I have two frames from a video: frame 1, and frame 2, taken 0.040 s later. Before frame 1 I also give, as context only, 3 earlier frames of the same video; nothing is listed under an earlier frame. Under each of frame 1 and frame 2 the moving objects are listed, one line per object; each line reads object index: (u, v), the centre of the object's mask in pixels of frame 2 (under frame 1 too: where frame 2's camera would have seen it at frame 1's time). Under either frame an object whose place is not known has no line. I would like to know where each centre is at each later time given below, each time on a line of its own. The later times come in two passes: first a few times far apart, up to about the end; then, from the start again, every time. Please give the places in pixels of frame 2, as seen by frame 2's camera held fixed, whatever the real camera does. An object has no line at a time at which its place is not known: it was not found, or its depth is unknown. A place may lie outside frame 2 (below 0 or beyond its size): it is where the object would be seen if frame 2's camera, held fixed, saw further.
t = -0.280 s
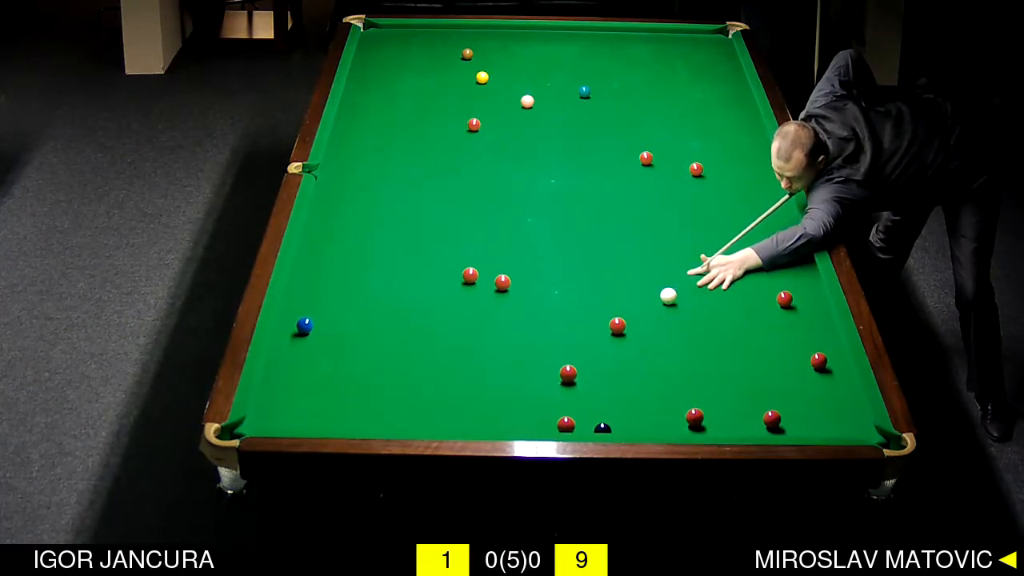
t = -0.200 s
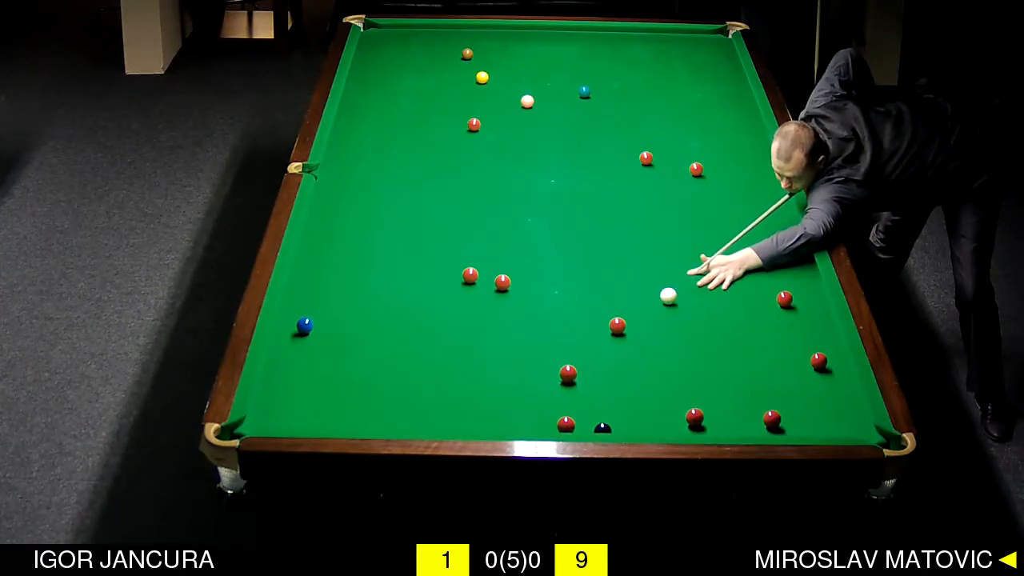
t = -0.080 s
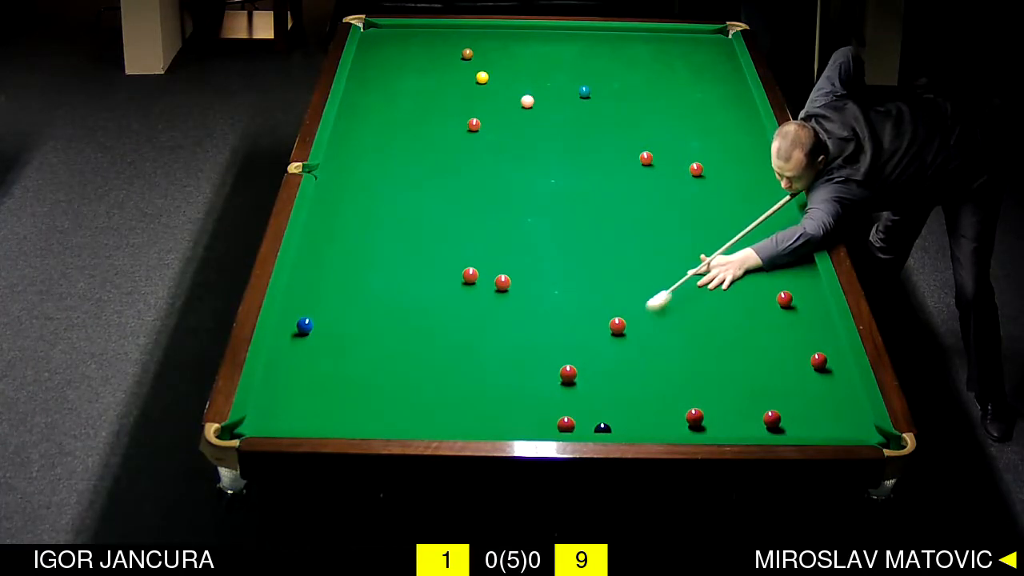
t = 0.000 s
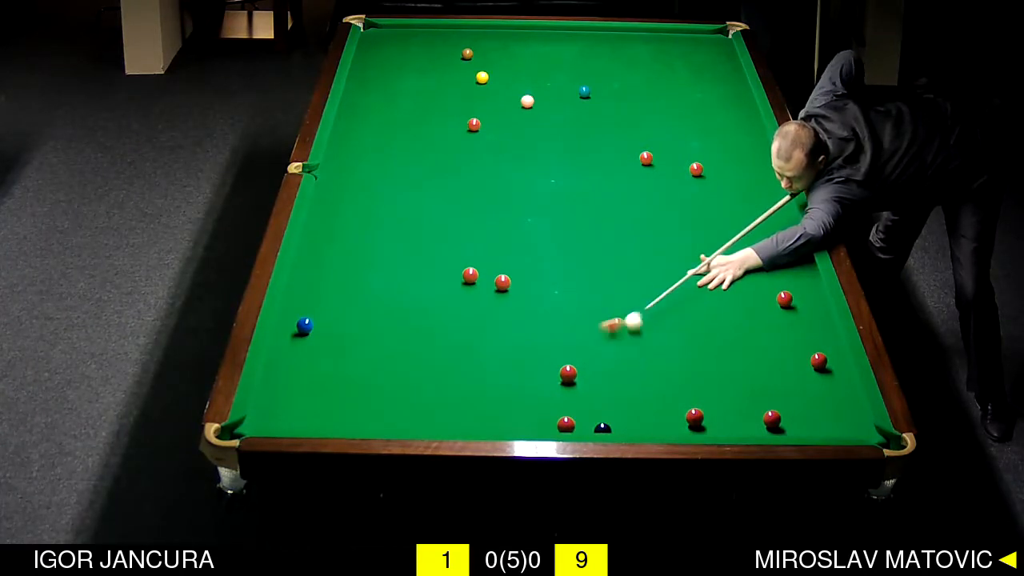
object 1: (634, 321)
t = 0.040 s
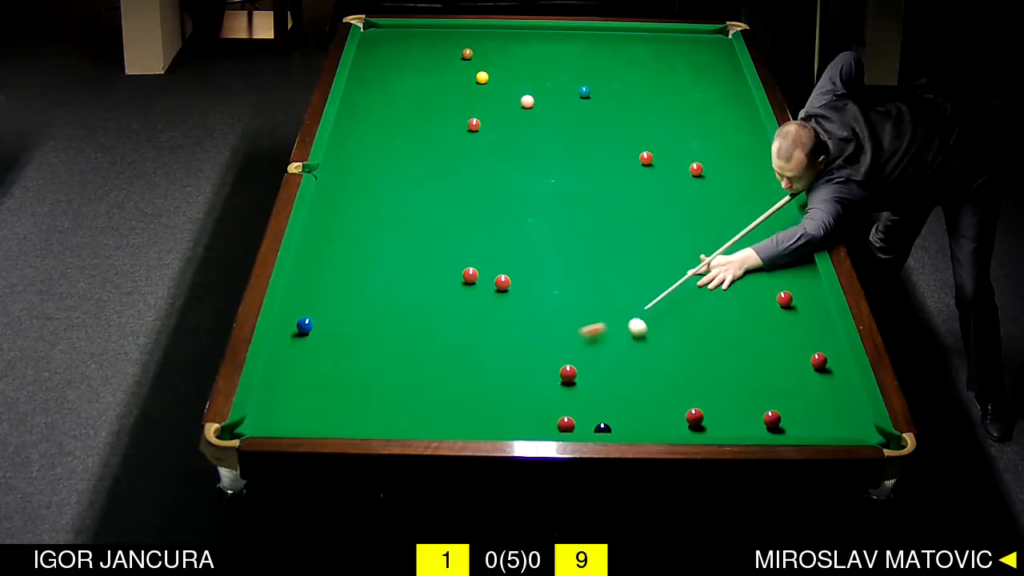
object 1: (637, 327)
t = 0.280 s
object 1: (649, 366)
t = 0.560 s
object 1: (652, 418)
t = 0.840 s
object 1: (649, 403)
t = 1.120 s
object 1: (644, 370)
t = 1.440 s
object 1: (639, 337)
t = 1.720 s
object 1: (636, 311)
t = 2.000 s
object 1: (633, 288)
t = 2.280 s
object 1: (630, 267)
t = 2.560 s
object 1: (627, 249)
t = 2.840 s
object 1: (625, 232)
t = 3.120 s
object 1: (623, 218)
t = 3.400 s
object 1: (622, 204)
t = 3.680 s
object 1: (621, 193)
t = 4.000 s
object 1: (619, 181)
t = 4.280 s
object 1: (619, 171)
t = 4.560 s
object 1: (618, 163)
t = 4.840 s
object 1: (617, 156)
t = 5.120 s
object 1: (616, 150)
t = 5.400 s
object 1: (615, 145)
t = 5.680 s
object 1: (615, 140)
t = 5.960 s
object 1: (614, 137)
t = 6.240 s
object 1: (613, 134)
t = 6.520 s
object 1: (612, 132)
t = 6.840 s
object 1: (612, 131)
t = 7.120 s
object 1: (612, 131)
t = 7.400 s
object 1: (612, 131)
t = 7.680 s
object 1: (612, 131)
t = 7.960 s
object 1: (612, 131)
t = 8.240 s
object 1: (612, 131)
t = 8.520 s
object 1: (612, 131)
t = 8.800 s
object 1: (612, 131)
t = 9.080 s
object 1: (612, 131)
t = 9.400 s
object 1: (612, 131)
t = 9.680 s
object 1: (612, 131)
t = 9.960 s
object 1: (612, 131)
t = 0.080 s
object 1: (641, 333)
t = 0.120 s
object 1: (645, 339)
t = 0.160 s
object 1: (647, 345)
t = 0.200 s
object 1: (648, 352)
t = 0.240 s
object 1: (648, 359)
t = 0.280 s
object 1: (649, 366)
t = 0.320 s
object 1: (649, 373)
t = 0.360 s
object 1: (649, 380)
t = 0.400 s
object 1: (650, 388)
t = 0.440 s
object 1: (650, 395)
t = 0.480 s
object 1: (651, 402)
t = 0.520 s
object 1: (651, 410)
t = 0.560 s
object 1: (652, 418)
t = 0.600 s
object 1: (652, 424)
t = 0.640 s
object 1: (652, 427)
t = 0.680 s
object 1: (652, 423)
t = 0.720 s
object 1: (651, 418)
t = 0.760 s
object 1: (650, 413)
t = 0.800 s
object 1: (650, 408)
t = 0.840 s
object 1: (649, 403)
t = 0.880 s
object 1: (648, 398)
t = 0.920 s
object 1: (648, 393)
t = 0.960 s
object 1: (647, 388)
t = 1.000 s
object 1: (646, 384)
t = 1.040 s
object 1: (645, 379)
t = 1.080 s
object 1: (645, 374)
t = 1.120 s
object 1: (644, 370)
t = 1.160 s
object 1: (644, 366)
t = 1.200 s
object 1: (643, 361)
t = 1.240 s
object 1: (642, 357)
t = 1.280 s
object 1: (642, 353)
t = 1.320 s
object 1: (641, 349)
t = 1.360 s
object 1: (640, 345)
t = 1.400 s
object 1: (640, 341)
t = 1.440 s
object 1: (639, 337)
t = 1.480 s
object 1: (639, 333)
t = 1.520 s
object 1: (638, 329)
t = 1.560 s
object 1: (638, 326)
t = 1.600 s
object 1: (637, 322)
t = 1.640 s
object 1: (637, 318)
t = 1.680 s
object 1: (636, 315)
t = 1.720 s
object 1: (636, 311)
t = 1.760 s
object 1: (635, 308)
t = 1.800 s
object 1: (635, 304)
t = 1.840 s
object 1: (634, 301)
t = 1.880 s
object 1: (634, 298)
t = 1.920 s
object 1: (633, 295)
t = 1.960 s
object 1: (633, 291)
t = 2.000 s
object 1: (633, 288)
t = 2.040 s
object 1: (632, 285)
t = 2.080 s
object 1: (632, 282)
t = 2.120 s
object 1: (631, 279)
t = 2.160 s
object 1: (631, 276)
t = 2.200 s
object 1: (630, 273)
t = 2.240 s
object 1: (630, 270)
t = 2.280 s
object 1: (630, 267)
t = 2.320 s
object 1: (629, 265)
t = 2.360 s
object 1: (629, 262)
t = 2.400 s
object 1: (628, 259)
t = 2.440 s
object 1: (628, 257)
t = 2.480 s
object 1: (628, 254)
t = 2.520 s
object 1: (627, 252)
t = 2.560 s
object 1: (627, 249)
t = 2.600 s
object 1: (627, 247)
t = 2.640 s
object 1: (626, 244)
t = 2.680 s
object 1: (626, 242)
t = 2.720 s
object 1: (626, 239)
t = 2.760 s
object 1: (626, 237)
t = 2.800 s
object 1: (625, 235)
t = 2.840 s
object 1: (625, 232)
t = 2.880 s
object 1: (625, 230)
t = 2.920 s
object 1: (624, 228)
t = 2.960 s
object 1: (624, 226)
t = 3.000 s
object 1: (624, 224)
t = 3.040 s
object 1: (624, 222)
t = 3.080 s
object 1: (623, 220)
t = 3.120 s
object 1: (623, 218)
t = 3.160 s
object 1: (623, 216)
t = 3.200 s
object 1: (623, 214)
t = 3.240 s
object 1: (623, 212)
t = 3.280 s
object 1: (622, 210)
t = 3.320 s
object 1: (622, 208)
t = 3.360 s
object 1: (622, 206)
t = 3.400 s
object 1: (622, 204)
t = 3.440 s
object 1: (622, 203)
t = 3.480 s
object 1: (621, 201)
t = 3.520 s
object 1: (621, 199)
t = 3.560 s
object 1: (621, 198)
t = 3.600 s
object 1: (621, 196)
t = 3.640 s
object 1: (621, 194)
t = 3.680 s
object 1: (621, 193)
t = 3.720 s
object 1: (620, 191)
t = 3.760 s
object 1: (620, 190)
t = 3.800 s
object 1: (620, 188)
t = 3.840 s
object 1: (620, 186)
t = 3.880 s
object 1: (620, 185)
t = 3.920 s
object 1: (620, 184)
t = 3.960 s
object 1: (620, 182)
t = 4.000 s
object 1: (619, 181)
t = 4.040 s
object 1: (619, 179)
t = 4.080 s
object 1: (619, 178)
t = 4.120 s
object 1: (619, 176)
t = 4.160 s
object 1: (619, 175)
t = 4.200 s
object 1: (619, 174)
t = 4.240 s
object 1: (619, 173)
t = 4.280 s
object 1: (619, 171)
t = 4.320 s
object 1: (618, 170)
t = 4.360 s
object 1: (618, 169)
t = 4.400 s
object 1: (618, 168)
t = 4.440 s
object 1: (618, 167)
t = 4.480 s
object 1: (618, 165)
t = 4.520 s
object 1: (618, 164)
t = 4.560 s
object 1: (618, 163)
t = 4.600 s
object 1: (617, 162)
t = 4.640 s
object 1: (617, 161)
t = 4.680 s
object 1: (617, 160)
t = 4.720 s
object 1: (617, 159)
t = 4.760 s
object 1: (617, 158)
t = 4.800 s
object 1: (617, 157)
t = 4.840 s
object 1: (617, 156)
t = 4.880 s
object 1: (617, 155)
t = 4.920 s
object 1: (616, 154)
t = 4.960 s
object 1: (616, 153)
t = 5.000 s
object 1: (616, 152)
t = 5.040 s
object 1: (616, 151)
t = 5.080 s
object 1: (616, 151)
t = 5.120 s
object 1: (616, 150)
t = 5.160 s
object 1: (616, 149)
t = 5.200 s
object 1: (616, 148)
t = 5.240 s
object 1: (615, 147)
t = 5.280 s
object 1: (615, 147)
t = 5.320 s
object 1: (615, 146)
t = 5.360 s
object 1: (615, 145)
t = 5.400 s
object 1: (615, 145)
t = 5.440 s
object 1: (615, 144)
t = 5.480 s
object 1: (615, 143)
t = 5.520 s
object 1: (615, 143)
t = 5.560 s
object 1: (615, 142)
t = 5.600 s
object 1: (615, 141)
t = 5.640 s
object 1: (615, 141)
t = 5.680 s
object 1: (615, 140)
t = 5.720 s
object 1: (615, 140)
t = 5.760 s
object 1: (614, 139)
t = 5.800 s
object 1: (614, 139)
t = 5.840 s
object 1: (614, 138)
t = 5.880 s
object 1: (614, 138)
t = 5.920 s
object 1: (614, 137)
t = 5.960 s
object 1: (614, 137)
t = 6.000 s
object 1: (614, 136)
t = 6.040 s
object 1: (614, 136)
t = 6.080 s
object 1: (614, 135)
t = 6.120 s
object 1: (613, 135)
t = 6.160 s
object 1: (613, 135)
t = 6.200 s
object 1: (613, 134)
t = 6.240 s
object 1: (613, 134)
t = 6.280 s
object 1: (613, 134)
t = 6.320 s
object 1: (613, 133)
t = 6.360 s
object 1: (613, 133)
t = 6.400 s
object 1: (612, 133)
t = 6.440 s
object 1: (612, 133)
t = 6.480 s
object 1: (612, 132)
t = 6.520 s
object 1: (612, 132)
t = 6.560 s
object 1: (612, 132)
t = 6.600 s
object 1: (612, 132)
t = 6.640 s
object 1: (612, 132)
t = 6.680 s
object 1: (612, 132)
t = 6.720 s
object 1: (612, 132)
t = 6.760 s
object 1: (612, 132)
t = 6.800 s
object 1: (612, 131)
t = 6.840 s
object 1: (612, 131)
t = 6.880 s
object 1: (612, 131)
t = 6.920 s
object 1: (612, 131)
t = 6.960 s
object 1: (612, 131)
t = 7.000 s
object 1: (612, 131)
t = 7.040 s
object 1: (612, 131)
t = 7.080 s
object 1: (612, 131)
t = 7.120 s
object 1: (612, 131)
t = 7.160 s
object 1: (612, 131)
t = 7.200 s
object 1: (612, 131)
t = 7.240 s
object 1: (612, 131)
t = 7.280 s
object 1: (612, 131)
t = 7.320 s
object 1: (612, 131)
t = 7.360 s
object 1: (612, 131)
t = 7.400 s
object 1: (612, 131)
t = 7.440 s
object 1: (612, 131)
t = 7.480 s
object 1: (612, 131)
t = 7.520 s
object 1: (612, 131)
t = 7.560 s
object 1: (612, 131)
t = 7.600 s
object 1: (612, 131)
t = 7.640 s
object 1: (612, 131)
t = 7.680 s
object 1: (612, 131)
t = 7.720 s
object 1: (612, 131)
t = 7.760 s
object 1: (612, 131)
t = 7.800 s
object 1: (612, 131)
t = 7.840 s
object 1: (612, 131)
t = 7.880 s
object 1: (612, 131)
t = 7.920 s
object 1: (612, 131)
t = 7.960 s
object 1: (612, 131)
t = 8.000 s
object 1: (612, 131)
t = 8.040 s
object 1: (612, 131)
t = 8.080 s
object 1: (612, 131)
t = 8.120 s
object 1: (612, 131)
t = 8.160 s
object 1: (612, 131)
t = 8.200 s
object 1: (612, 131)
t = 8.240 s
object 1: (612, 131)
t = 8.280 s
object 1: (612, 131)
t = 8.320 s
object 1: (612, 131)
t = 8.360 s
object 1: (612, 131)
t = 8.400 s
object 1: (612, 131)
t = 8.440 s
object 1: (612, 131)
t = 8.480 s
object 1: (612, 131)
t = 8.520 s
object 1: (612, 131)
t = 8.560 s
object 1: (612, 131)
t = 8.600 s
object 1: (612, 131)
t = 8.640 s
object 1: (612, 131)
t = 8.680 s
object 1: (612, 131)
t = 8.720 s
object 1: (612, 131)
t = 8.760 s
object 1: (612, 131)
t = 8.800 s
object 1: (612, 131)
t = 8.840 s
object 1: (612, 131)
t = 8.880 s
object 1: (612, 131)
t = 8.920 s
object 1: (612, 131)
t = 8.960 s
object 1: (612, 131)
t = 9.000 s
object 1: (612, 131)
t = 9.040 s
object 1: (612, 131)
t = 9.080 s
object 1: (612, 131)
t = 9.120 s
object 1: (612, 131)
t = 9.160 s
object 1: (612, 131)
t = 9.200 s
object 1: (612, 131)
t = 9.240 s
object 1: (612, 131)
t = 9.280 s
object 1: (612, 131)
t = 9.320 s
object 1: (612, 131)
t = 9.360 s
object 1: (612, 131)
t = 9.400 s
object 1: (612, 131)
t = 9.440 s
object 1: (612, 131)
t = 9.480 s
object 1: (612, 131)
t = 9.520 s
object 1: (612, 131)
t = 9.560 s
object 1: (612, 131)
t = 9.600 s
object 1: (612, 131)
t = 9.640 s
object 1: (612, 131)
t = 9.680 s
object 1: (612, 131)
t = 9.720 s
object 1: (612, 131)
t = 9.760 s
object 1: (612, 131)
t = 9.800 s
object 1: (612, 131)
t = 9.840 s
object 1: (612, 131)
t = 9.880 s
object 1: (612, 131)
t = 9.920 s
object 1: (612, 131)
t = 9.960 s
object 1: (612, 131)
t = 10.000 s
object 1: (612, 131)
